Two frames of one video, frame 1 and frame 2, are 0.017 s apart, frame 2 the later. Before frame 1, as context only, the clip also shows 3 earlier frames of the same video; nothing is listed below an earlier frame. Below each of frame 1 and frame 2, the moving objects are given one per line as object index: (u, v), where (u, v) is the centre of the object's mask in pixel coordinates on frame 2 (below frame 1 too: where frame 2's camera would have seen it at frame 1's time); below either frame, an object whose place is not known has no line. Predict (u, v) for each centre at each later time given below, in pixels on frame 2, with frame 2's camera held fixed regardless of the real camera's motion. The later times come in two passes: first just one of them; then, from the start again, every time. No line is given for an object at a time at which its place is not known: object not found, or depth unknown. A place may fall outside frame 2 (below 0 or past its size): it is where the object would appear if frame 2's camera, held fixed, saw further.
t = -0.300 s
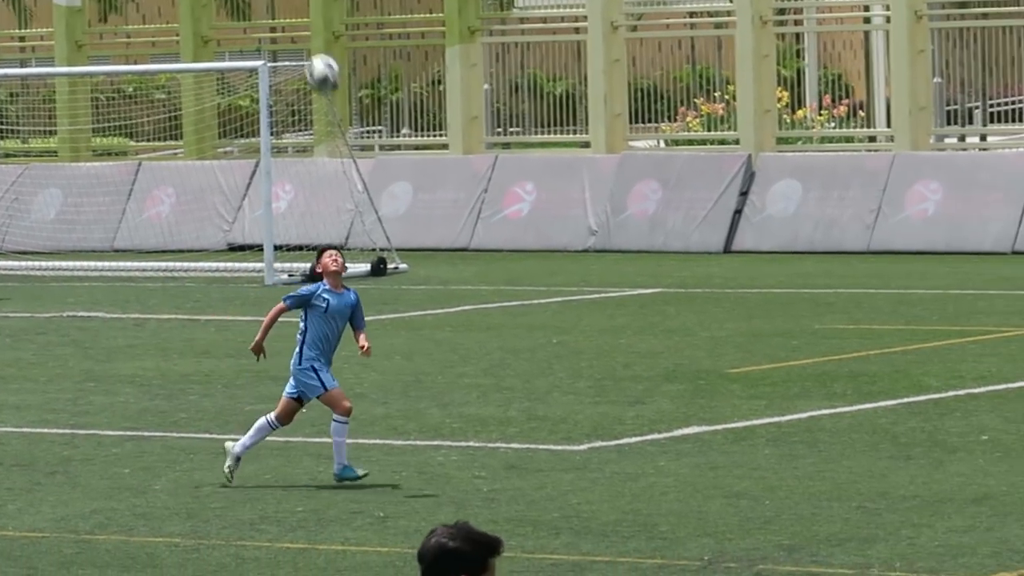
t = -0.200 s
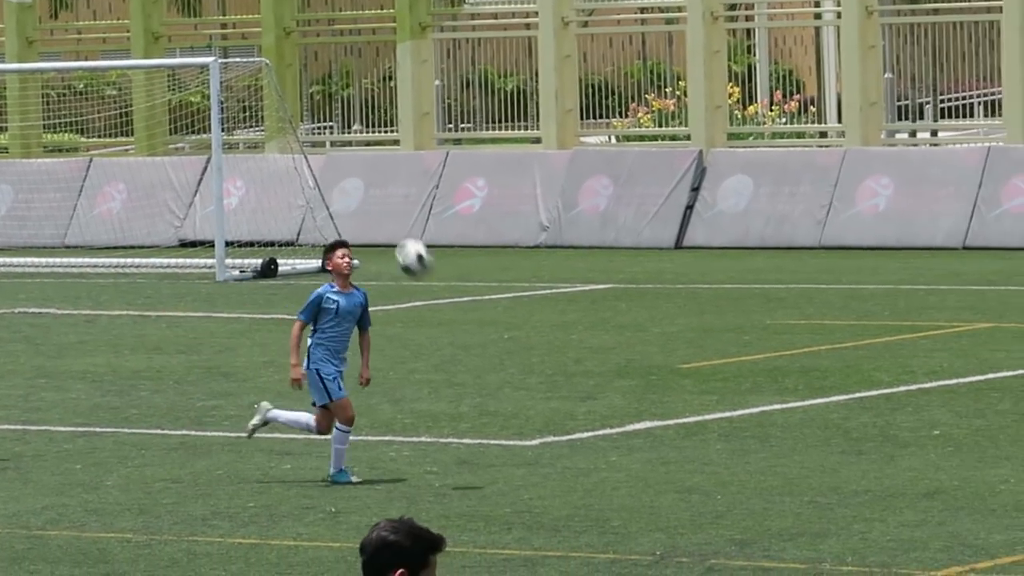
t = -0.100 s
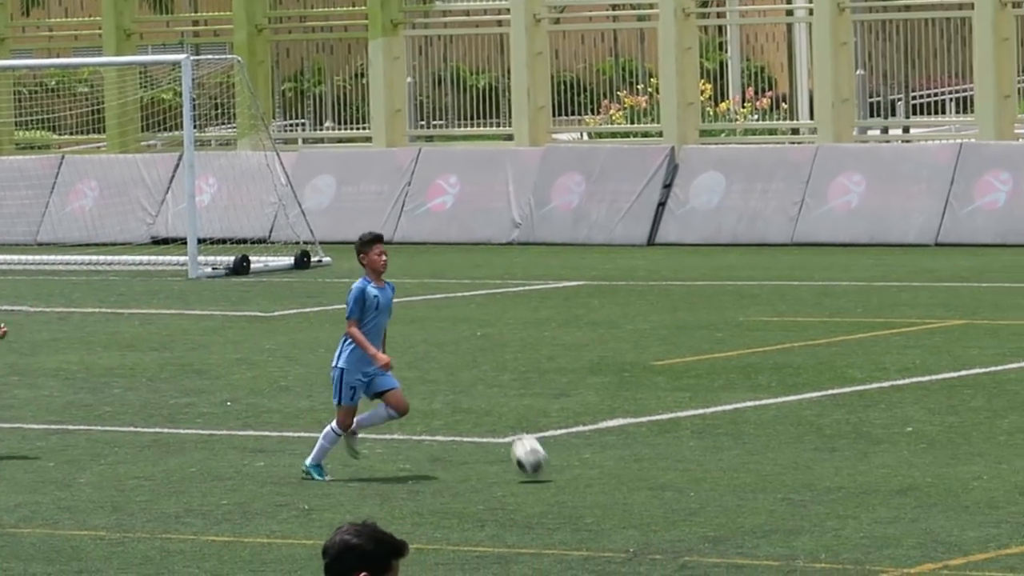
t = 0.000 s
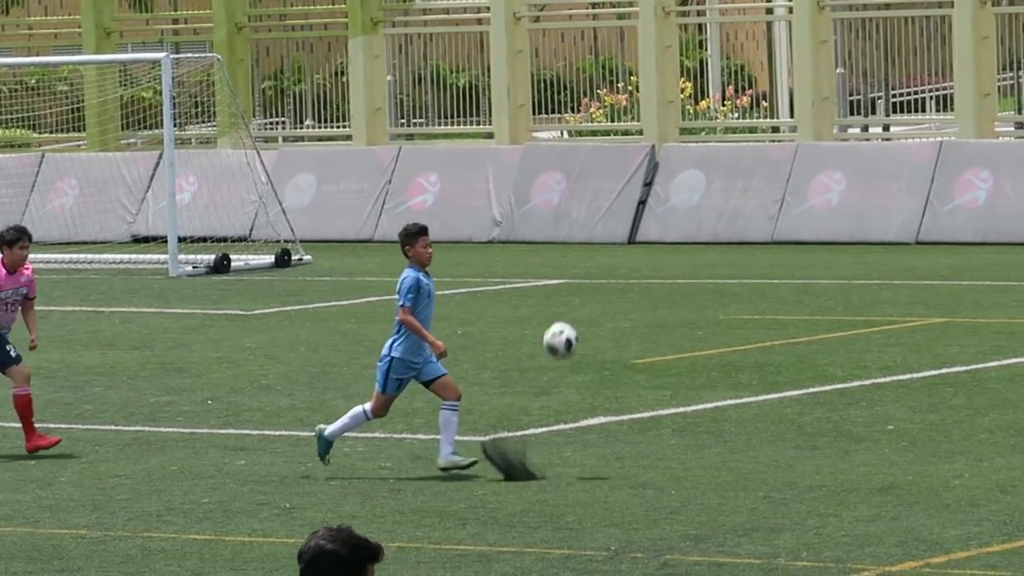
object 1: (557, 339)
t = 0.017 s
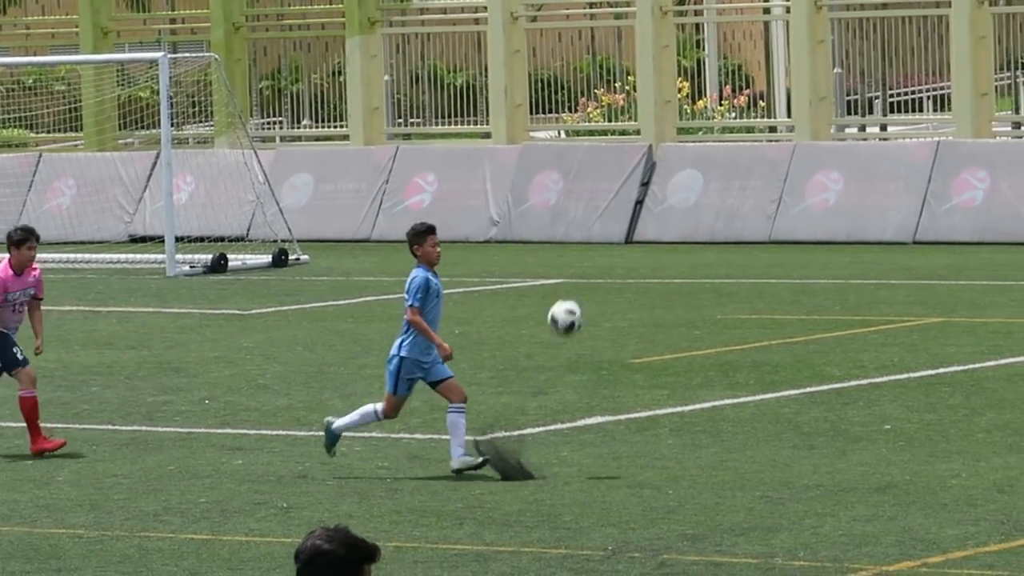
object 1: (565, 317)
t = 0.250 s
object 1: (671, 56)
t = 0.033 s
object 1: (573, 296)
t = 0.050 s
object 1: (579, 274)
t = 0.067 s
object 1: (587, 254)
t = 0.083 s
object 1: (595, 234)
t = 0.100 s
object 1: (602, 214)
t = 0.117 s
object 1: (610, 195)
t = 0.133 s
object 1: (617, 176)
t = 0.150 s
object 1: (625, 158)
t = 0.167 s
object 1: (632, 140)
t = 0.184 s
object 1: (640, 122)
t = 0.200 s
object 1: (648, 105)
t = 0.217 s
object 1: (656, 89)
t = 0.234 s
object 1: (664, 72)
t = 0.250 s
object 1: (671, 56)
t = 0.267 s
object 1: (679, 41)
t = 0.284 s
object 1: (687, 26)
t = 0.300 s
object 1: (695, 17)
